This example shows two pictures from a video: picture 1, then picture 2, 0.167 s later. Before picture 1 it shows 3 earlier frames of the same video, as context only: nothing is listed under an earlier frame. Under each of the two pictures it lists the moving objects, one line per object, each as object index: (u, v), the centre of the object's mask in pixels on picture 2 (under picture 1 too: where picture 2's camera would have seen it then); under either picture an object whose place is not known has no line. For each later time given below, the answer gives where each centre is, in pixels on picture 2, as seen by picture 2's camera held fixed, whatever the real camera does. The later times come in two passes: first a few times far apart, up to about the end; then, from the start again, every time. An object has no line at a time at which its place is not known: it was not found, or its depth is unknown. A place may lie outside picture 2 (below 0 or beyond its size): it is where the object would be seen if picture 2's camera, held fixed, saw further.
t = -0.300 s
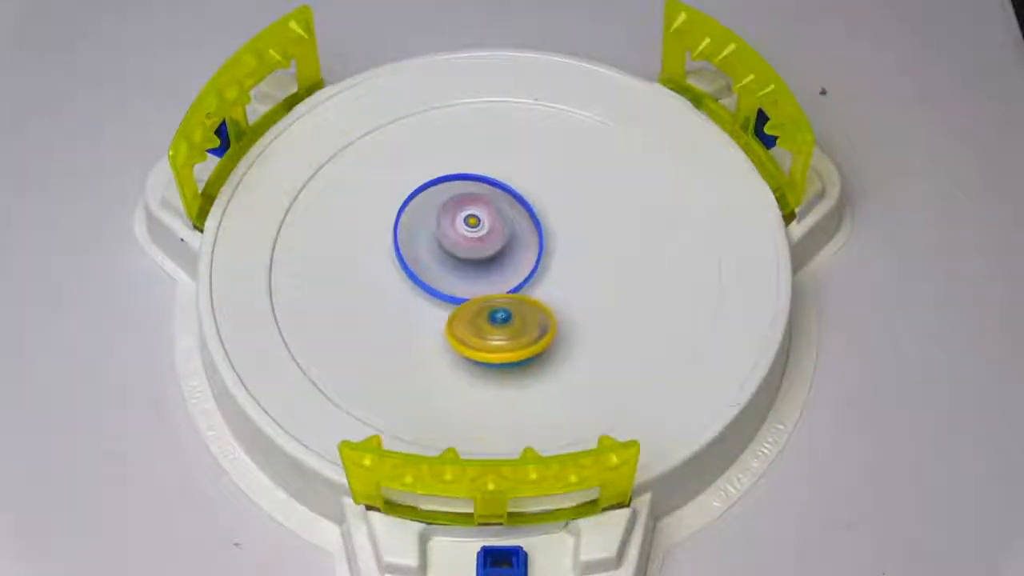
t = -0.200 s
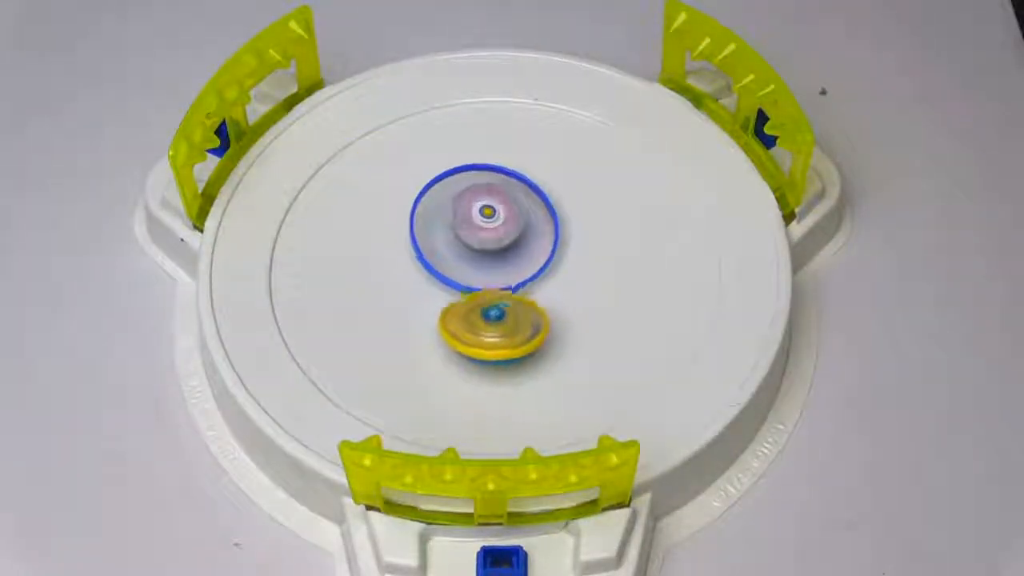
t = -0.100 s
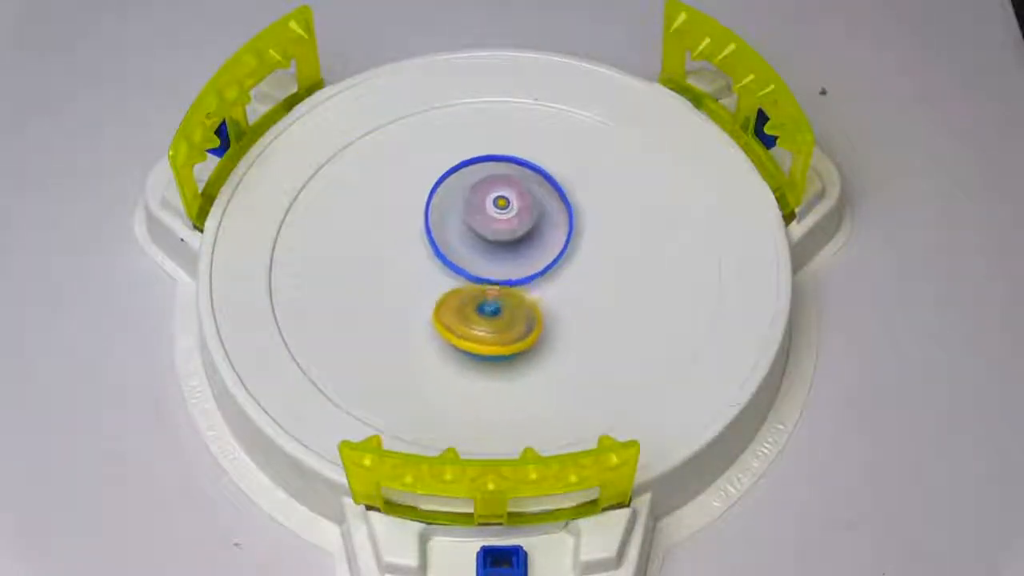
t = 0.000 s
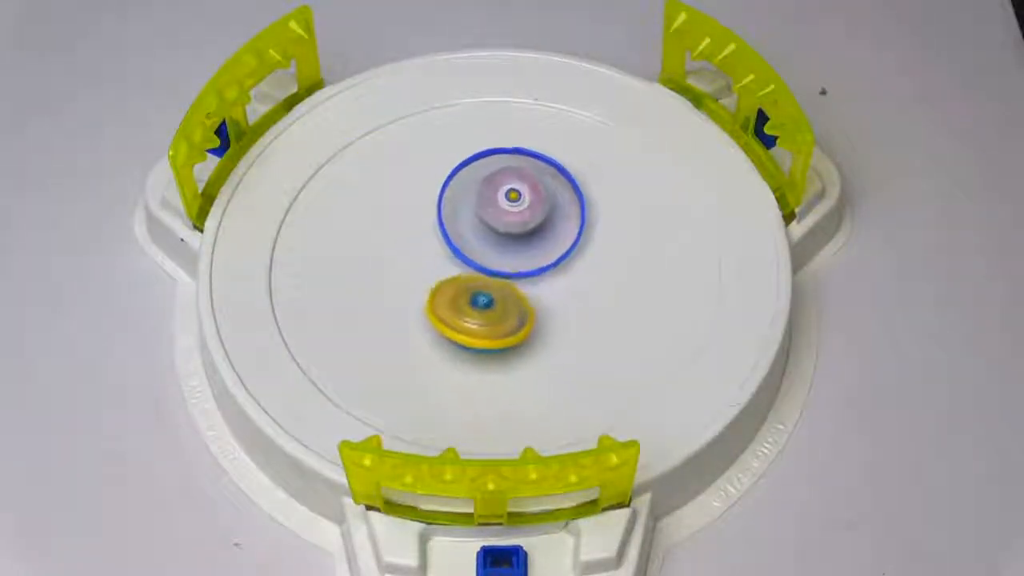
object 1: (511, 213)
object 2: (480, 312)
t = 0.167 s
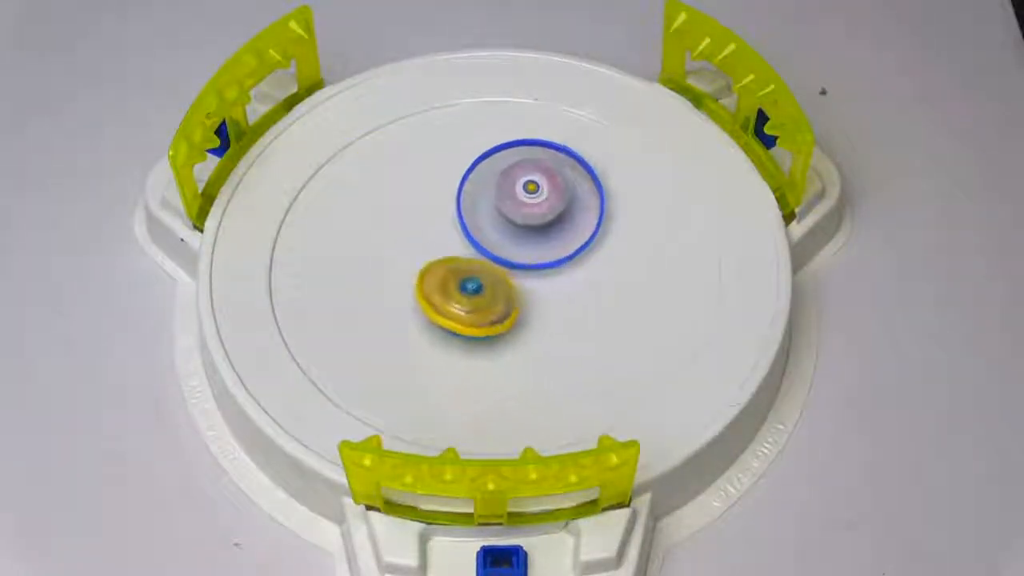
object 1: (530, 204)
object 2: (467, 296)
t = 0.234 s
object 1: (537, 202)
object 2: (461, 288)
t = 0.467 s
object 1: (555, 200)
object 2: (453, 257)
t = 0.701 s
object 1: (566, 206)
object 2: (452, 238)
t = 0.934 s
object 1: (559, 235)
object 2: (433, 230)
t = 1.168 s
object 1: (536, 271)
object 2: (429, 225)
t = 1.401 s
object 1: (508, 304)
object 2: (438, 222)
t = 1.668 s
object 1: (481, 326)
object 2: (457, 227)
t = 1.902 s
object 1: (464, 321)
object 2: (509, 223)
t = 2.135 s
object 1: (453, 289)
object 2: (585, 208)
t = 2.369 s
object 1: (453, 255)
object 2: (589, 214)
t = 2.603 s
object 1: (464, 224)
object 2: (579, 231)
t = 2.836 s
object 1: (495, 207)
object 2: (565, 315)
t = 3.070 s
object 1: (535, 209)
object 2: (543, 373)
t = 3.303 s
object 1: (568, 223)
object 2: (527, 368)
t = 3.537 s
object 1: (583, 246)
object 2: (505, 342)
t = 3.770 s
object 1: (578, 272)
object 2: (431, 257)
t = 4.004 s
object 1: (550, 296)
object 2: (378, 174)
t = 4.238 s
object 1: (510, 307)
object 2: (388, 162)
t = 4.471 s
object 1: (470, 305)
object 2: (416, 176)
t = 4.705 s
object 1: (420, 272)
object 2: (556, 208)
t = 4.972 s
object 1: (404, 210)
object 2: (670, 211)
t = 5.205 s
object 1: (416, 186)
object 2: (581, 289)
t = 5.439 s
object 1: (446, 184)
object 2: (544, 386)
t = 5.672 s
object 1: (508, 220)
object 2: (522, 401)
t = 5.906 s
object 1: (600, 266)
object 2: (480, 344)
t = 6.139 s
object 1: (621, 283)
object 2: (419, 231)
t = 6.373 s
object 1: (605, 298)
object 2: (400, 136)
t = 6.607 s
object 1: (548, 301)
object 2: (428, 138)
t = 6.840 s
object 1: (428, 295)
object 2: (511, 191)
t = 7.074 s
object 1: (391, 280)
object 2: (609, 278)
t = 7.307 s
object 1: (395, 264)
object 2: (617, 320)
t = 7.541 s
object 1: (441, 248)
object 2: (548, 336)
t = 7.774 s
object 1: (544, 224)
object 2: (443, 306)
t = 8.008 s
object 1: (592, 218)
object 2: (394, 240)
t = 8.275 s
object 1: (598, 233)
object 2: (427, 184)
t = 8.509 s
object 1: (552, 268)
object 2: (502, 187)
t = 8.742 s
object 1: (403, 263)
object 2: (602, 174)
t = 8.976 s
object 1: (385, 245)
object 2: (629, 189)
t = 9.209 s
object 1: (404, 237)
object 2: (580, 255)
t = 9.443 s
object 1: (493, 217)
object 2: (500, 308)
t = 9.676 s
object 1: (593, 222)
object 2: (411, 295)
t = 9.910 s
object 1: (609, 245)
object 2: (408, 256)
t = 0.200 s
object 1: (533, 203)
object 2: (464, 293)
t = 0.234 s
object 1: (537, 202)
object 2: (461, 288)
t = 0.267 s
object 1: (540, 202)
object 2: (459, 284)
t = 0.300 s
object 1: (543, 201)
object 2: (457, 280)
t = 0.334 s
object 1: (546, 200)
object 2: (455, 275)
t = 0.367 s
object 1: (548, 200)
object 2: (454, 271)
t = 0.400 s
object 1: (550, 200)
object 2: (453, 267)
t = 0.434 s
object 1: (553, 200)
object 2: (452, 261)
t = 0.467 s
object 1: (555, 200)
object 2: (453, 257)
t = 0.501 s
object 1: (556, 200)
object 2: (452, 253)
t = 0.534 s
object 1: (559, 201)
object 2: (452, 249)
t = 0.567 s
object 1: (561, 201)
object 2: (452, 245)
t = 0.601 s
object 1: (563, 202)
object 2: (453, 244)
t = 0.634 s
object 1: (565, 203)
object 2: (453, 241)
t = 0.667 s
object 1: (566, 204)
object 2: (452, 240)
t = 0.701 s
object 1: (566, 206)
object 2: (452, 238)
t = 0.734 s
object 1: (566, 208)
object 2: (451, 236)
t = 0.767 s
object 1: (565, 211)
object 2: (451, 234)
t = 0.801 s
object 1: (564, 214)
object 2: (451, 234)
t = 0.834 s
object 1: (562, 219)
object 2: (449, 232)
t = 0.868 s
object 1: (560, 224)
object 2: (445, 232)
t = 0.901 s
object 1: (557, 229)
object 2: (443, 231)
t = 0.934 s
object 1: (559, 235)
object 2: (433, 230)
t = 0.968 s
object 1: (558, 241)
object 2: (428, 229)
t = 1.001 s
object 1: (554, 246)
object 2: (427, 228)
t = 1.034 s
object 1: (550, 252)
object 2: (426, 228)
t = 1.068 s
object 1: (547, 256)
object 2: (427, 226)
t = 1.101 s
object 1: (544, 261)
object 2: (427, 226)
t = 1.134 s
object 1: (539, 267)
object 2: (428, 225)
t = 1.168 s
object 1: (536, 271)
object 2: (429, 225)
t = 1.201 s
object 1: (532, 276)
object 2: (429, 224)
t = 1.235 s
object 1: (528, 282)
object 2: (431, 223)
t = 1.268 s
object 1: (525, 286)
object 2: (431, 223)
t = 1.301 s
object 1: (520, 292)
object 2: (434, 222)
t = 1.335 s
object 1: (516, 296)
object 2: (434, 222)
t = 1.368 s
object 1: (513, 299)
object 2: (435, 222)
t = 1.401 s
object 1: (508, 304)
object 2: (438, 222)
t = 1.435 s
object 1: (504, 307)
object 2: (439, 222)
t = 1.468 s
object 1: (501, 311)
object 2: (442, 222)
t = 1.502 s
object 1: (497, 314)
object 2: (443, 223)
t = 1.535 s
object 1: (493, 317)
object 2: (445, 223)
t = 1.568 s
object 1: (490, 319)
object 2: (448, 224)
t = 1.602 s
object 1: (486, 322)
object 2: (450, 225)
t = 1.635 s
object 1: (483, 324)
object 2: (452, 226)
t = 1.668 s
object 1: (481, 326)
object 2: (457, 227)
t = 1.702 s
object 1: (478, 327)
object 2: (460, 227)
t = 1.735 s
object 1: (478, 326)
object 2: (466, 228)
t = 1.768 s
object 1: (477, 328)
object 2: (473, 227)
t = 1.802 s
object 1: (474, 329)
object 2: (482, 224)
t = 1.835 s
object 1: (471, 327)
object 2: (490, 224)
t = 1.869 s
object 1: (468, 325)
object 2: (498, 223)
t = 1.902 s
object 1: (464, 321)
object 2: (509, 223)
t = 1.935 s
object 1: (462, 317)
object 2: (518, 221)
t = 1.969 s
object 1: (460, 313)
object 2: (529, 217)
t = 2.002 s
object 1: (458, 307)
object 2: (545, 215)
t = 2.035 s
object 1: (457, 303)
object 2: (556, 213)
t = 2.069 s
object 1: (455, 299)
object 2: (567, 211)
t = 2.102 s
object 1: (454, 293)
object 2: (579, 208)
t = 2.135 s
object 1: (453, 289)
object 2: (585, 208)
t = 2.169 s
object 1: (452, 285)
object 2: (588, 208)
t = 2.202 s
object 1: (452, 279)
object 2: (591, 208)
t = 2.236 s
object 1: (451, 274)
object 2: (591, 209)
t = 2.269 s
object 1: (451, 270)
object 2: (592, 210)
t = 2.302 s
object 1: (452, 264)
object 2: (591, 211)
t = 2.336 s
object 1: (453, 260)
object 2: (590, 213)
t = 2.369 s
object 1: (453, 255)
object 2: (589, 214)
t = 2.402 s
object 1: (455, 250)
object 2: (587, 216)
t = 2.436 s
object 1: (457, 246)
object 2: (586, 218)
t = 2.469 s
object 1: (458, 242)
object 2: (586, 219)
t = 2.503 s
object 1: (460, 236)
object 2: (584, 222)
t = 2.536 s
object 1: (461, 233)
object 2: (582, 224)
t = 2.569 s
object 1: (463, 229)
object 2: (580, 226)
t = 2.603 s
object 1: (464, 224)
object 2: (579, 231)
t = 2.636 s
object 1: (463, 220)
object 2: (576, 237)
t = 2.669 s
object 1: (465, 215)
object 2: (574, 246)
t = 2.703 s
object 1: (471, 212)
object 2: (571, 261)
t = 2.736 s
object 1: (477, 211)
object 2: (569, 272)
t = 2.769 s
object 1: (482, 210)
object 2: (568, 285)
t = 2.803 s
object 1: (490, 208)
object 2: (566, 302)
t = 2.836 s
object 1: (495, 207)
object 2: (565, 315)
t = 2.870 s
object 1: (500, 207)
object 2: (564, 326)
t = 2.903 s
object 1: (508, 206)
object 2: (561, 339)
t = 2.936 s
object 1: (513, 206)
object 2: (559, 347)
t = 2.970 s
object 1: (518, 207)
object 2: (556, 355)
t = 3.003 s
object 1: (525, 207)
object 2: (551, 365)
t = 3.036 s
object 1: (530, 208)
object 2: (547, 370)
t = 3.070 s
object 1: (535, 209)
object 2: (543, 373)
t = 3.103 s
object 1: (542, 211)
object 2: (539, 375)
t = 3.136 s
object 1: (546, 212)
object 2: (537, 375)
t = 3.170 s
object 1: (550, 214)
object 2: (534, 374)
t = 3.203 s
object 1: (556, 216)
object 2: (532, 374)
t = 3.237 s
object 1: (560, 218)
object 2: (531, 373)
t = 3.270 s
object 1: (563, 220)
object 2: (530, 372)
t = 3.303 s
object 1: (568, 223)
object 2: (527, 368)
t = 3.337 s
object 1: (571, 226)
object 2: (526, 367)
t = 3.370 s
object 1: (574, 228)
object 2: (524, 364)
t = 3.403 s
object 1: (577, 232)
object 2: (522, 362)
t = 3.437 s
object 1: (579, 235)
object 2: (519, 360)
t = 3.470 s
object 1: (581, 238)
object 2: (517, 357)
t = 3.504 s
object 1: (583, 242)
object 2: (510, 349)
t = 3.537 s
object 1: (583, 246)
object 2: (505, 342)
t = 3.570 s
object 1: (584, 249)
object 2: (499, 334)
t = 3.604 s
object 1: (585, 253)
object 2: (490, 320)
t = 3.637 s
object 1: (585, 257)
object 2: (482, 308)
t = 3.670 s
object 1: (585, 260)
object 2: (469, 297)
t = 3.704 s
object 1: (582, 265)
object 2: (454, 282)
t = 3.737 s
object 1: (580, 268)
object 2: (442, 269)
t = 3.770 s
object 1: (578, 272)
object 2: (431, 257)
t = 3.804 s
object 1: (575, 276)
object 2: (416, 239)
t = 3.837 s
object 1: (572, 280)
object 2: (408, 228)
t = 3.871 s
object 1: (568, 283)
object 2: (399, 217)
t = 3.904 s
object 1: (563, 287)
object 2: (389, 202)
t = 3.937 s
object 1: (560, 289)
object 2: (384, 192)
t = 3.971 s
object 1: (556, 292)
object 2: (380, 184)
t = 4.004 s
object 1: (550, 296)
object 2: (378, 174)
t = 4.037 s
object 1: (545, 298)
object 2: (377, 169)
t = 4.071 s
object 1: (540, 300)
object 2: (378, 164)
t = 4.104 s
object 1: (533, 302)
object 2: (380, 162)
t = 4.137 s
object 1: (528, 304)
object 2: (382, 160)
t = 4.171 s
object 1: (522, 305)
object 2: (383, 160)
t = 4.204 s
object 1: (515, 307)
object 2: (385, 162)
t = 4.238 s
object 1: (510, 307)
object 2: (388, 162)
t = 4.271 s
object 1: (504, 308)
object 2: (390, 163)
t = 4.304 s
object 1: (497, 308)
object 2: (393, 165)
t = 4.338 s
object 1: (492, 308)
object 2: (395, 166)
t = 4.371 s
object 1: (487, 308)
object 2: (398, 167)
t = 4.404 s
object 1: (480, 307)
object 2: (402, 169)
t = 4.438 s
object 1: (475, 306)
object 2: (409, 172)
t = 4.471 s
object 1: (470, 305)
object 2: (416, 176)
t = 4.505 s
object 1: (464, 303)
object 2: (428, 182)
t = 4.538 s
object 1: (460, 301)
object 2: (440, 190)
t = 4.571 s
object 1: (454, 299)
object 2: (460, 199)
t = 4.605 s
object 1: (448, 297)
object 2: (478, 204)
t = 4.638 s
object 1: (439, 291)
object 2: (501, 207)
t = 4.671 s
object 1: (427, 280)
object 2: (532, 208)
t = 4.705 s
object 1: (420, 272)
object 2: (556, 208)
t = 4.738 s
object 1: (416, 264)
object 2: (581, 207)
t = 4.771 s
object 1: (412, 253)
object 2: (612, 204)
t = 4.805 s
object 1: (409, 245)
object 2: (635, 201)
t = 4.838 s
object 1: (407, 237)
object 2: (658, 198)
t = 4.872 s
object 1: (405, 227)
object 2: (680, 193)
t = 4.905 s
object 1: (404, 221)
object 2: (690, 194)
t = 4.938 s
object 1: (404, 216)
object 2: (684, 200)
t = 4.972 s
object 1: (404, 210)
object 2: (670, 211)
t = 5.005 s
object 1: (404, 206)
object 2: (659, 220)
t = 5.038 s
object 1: (405, 202)
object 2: (646, 229)
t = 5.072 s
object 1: (406, 197)
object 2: (629, 242)
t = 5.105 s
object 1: (408, 194)
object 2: (616, 252)
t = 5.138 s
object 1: (410, 191)
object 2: (605, 262)
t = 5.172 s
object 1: (413, 188)
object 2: (591, 277)
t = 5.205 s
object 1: (416, 186)
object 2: (581, 289)
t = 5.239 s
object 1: (419, 184)
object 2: (572, 300)
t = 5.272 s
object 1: (424, 183)
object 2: (563, 316)
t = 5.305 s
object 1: (428, 182)
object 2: (558, 329)
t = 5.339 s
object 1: (431, 182)
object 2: (553, 342)
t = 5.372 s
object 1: (437, 182)
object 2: (550, 361)
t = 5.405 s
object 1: (441, 183)
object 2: (547, 375)
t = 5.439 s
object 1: (446, 184)
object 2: (544, 386)
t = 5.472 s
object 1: (452, 186)
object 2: (539, 396)
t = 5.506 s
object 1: (457, 188)
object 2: (536, 401)
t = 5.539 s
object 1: (463, 190)
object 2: (531, 404)
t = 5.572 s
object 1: (472, 197)
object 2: (527, 406)
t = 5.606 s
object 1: (481, 202)
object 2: (524, 406)
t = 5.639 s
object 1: (491, 209)
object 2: (524, 404)
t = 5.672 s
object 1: (508, 220)
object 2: (522, 401)
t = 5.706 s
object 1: (523, 227)
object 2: (523, 397)
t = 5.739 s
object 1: (537, 235)
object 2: (522, 392)
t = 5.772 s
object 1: (556, 244)
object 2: (517, 385)
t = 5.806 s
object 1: (569, 250)
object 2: (511, 376)
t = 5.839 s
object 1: (580, 256)
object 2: (502, 368)
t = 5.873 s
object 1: (593, 262)
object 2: (489, 354)
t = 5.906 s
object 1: (600, 266)
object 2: (480, 344)
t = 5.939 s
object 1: (606, 269)
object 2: (470, 331)
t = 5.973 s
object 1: (611, 273)
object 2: (459, 314)
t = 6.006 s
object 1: (614, 275)
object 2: (451, 298)
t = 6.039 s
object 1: (617, 277)
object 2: (442, 284)
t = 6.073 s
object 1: (619, 279)
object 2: (431, 263)
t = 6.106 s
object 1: (620, 281)
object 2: (424, 247)
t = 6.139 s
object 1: (621, 283)
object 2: (419, 231)
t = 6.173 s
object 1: (621, 286)
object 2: (411, 211)
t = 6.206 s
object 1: (620, 288)
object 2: (407, 196)
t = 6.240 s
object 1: (619, 290)
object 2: (402, 181)
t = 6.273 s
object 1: (616, 293)
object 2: (400, 165)
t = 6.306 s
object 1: (613, 295)
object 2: (399, 156)
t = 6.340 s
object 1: (610, 297)
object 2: (399, 146)
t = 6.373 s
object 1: (605, 298)
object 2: (400, 136)
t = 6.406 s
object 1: (601, 300)
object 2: (403, 131)
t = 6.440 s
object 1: (597, 301)
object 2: (407, 131)
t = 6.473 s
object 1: (590, 302)
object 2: (410, 131)
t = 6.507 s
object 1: (584, 302)
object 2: (414, 131)
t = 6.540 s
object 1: (575, 302)
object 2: (417, 131)
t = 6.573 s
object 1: (561, 301)
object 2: (423, 135)
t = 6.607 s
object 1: (548, 301)
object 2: (428, 138)
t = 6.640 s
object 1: (533, 301)
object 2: (436, 141)
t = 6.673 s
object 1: (510, 299)
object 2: (448, 147)
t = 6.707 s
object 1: (493, 299)
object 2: (458, 152)
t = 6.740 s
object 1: (476, 298)
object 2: (468, 159)
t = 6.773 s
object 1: (453, 298)
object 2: (484, 170)
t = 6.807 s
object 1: (439, 297)
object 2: (497, 181)
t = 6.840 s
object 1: (428, 295)
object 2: (511, 191)
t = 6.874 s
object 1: (416, 293)
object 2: (529, 207)
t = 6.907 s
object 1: (409, 291)
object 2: (542, 219)
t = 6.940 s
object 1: (405, 289)
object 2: (555, 231)
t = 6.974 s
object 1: (400, 287)
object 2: (573, 246)
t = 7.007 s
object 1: (397, 285)
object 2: (585, 256)
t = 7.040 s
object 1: (394, 283)
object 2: (596, 266)
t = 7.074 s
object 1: (391, 280)
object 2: (609, 278)
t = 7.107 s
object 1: (390, 278)
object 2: (617, 287)
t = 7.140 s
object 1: (389, 276)
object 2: (623, 294)
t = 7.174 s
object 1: (389, 273)
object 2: (626, 302)
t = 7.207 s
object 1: (389, 271)
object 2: (625, 307)
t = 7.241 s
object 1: (390, 268)
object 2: (624, 313)
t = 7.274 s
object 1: (392, 266)
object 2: (620, 318)
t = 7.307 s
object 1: (395, 264)
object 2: (617, 320)
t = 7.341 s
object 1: (397, 262)
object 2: (609, 324)
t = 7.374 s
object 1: (402, 259)
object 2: (602, 328)
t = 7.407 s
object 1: (406, 257)
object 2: (596, 329)
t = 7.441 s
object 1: (412, 255)
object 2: (586, 331)
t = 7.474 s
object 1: (421, 252)
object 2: (572, 334)
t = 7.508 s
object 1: (430, 250)
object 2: (560, 336)
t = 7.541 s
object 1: (441, 248)
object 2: (548, 336)
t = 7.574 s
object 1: (456, 244)
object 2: (531, 335)
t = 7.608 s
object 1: (468, 241)
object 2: (515, 334)
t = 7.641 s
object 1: (483, 237)
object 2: (503, 331)
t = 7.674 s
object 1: (502, 232)
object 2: (485, 326)
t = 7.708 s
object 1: (515, 230)
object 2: (471, 321)
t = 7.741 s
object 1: (528, 227)
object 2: (459, 315)
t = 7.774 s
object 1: (544, 224)
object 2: (443, 306)
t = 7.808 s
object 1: (556, 221)
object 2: (432, 298)
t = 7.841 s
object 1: (565, 219)
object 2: (421, 290)
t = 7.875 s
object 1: (575, 217)
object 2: (411, 279)
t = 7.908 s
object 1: (581, 217)
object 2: (405, 270)
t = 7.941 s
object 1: (586, 217)
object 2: (399, 257)
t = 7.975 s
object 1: (589, 217)
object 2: (395, 248)
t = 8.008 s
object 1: (592, 218)
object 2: (394, 240)
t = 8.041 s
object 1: (595, 219)
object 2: (394, 228)
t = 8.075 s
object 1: (597, 220)
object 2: (394, 220)
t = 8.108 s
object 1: (598, 221)
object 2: (397, 213)
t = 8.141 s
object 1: (600, 223)
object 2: (403, 204)
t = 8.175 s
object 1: (600, 225)
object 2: (405, 197)
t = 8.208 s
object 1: (600, 227)
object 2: (411, 193)
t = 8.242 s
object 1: (599, 231)
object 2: (420, 188)
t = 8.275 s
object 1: (598, 233)
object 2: (427, 184)
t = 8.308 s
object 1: (595, 235)
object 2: (434, 183)
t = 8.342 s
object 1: (592, 239)
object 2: (447, 181)
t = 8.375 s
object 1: (588, 242)
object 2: (456, 180)
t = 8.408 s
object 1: (583, 246)
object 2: (465, 181)
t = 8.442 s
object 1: (573, 252)
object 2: (481, 184)
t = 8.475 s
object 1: (564, 259)
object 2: (492, 185)
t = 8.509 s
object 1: (552, 268)
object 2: (502, 187)
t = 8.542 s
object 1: (522, 275)
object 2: (520, 186)
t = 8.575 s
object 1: (495, 275)
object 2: (537, 188)
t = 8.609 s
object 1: (472, 274)
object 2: (550, 189)
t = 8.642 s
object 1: (445, 273)
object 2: (566, 186)
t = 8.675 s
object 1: (430, 270)
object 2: (575, 182)
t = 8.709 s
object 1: (417, 268)
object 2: (586, 179)
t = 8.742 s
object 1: (403, 263)
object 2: (602, 174)
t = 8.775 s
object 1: (396, 260)
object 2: (610, 174)
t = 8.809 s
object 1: (391, 257)
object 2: (618, 173)
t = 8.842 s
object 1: (387, 253)
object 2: (625, 174)
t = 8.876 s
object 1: (386, 251)
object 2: (630, 177)
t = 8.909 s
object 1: (386, 249)
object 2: (630, 180)
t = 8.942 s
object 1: (385, 246)
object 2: (630, 185)
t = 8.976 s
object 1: (385, 245)
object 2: (629, 189)
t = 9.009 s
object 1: (385, 243)
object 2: (627, 197)
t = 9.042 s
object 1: (387, 241)
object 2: (624, 206)
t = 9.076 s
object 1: (388, 240)
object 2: (618, 215)
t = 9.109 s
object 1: (390, 239)
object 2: (613, 224)
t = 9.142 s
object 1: (394, 238)
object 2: (601, 237)
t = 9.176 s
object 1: (398, 237)
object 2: (590, 247)
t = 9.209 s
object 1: (404, 237)
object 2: (580, 255)
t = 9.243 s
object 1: (417, 237)
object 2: (563, 267)
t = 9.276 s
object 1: (427, 237)
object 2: (552, 274)
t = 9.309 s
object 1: (436, 233)
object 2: (543, 283)
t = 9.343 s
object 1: (446, 227)
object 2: (539, 295)
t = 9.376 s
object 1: (458, 223)
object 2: (529, 301)
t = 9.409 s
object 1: (472, 220)
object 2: (519, 305)
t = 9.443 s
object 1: (493, 217)
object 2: (500, 308)
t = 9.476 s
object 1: (509, 218)
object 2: (487, 310)
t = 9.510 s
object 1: (523, 219)
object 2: (473, 310)
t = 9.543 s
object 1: (542, 219)
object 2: (454, 309)
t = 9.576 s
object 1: (556, 220)
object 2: (443, 307)
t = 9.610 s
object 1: (570, 221)
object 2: (431, 304)
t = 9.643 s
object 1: (584, 221)
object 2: (420, 299)
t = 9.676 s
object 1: (593, 222)
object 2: (411, 295)
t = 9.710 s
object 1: (600, 225)
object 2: (408, 291)
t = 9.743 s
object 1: (606, 229)
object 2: (403, 284)
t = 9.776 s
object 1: (609, 232)
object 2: (402, 279)
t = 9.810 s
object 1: (610, 235)
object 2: (400, 274)
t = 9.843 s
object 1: (611, 239)
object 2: (400, 267)
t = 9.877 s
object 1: (610, 243)
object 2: (403, 261)
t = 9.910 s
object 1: (609, 245)
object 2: (408, 256)
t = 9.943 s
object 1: (605, 250)
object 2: (414, 247)
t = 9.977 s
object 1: (601, 255)
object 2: (421, 243)
